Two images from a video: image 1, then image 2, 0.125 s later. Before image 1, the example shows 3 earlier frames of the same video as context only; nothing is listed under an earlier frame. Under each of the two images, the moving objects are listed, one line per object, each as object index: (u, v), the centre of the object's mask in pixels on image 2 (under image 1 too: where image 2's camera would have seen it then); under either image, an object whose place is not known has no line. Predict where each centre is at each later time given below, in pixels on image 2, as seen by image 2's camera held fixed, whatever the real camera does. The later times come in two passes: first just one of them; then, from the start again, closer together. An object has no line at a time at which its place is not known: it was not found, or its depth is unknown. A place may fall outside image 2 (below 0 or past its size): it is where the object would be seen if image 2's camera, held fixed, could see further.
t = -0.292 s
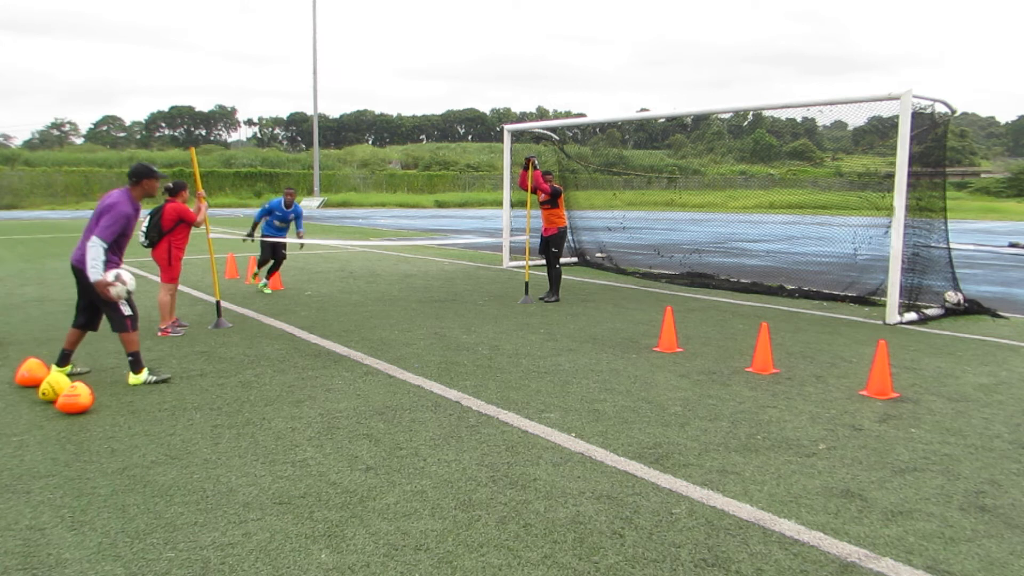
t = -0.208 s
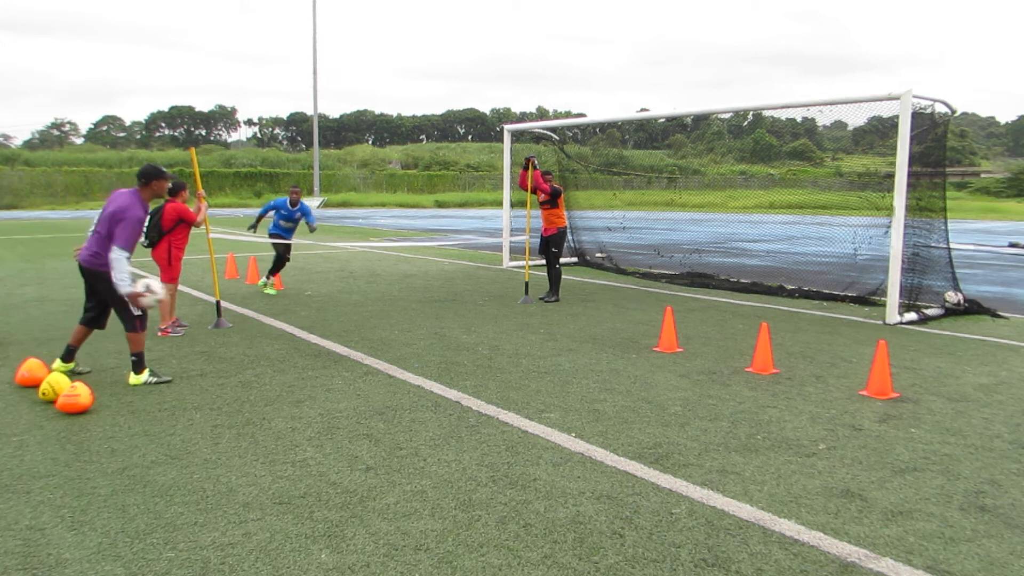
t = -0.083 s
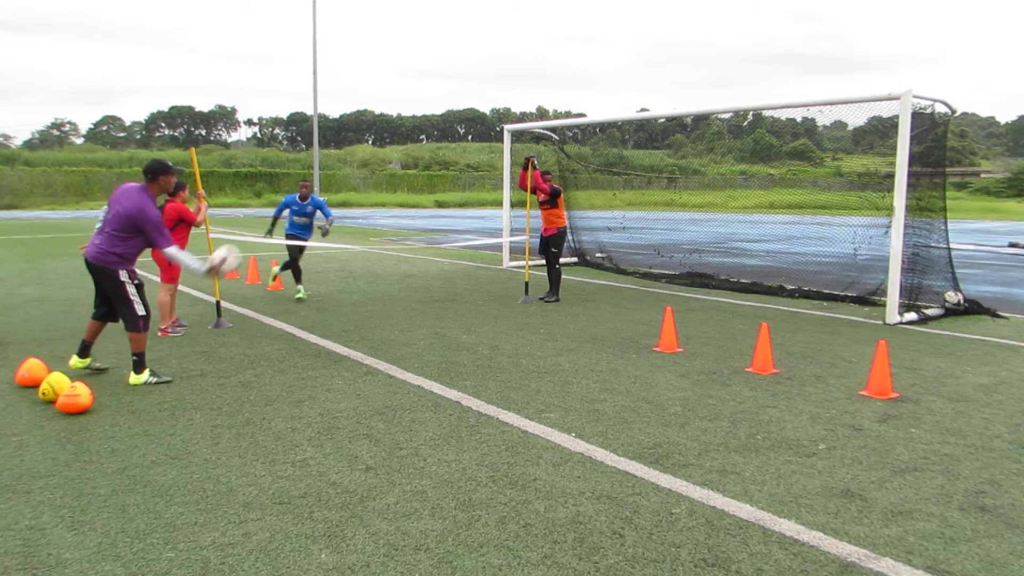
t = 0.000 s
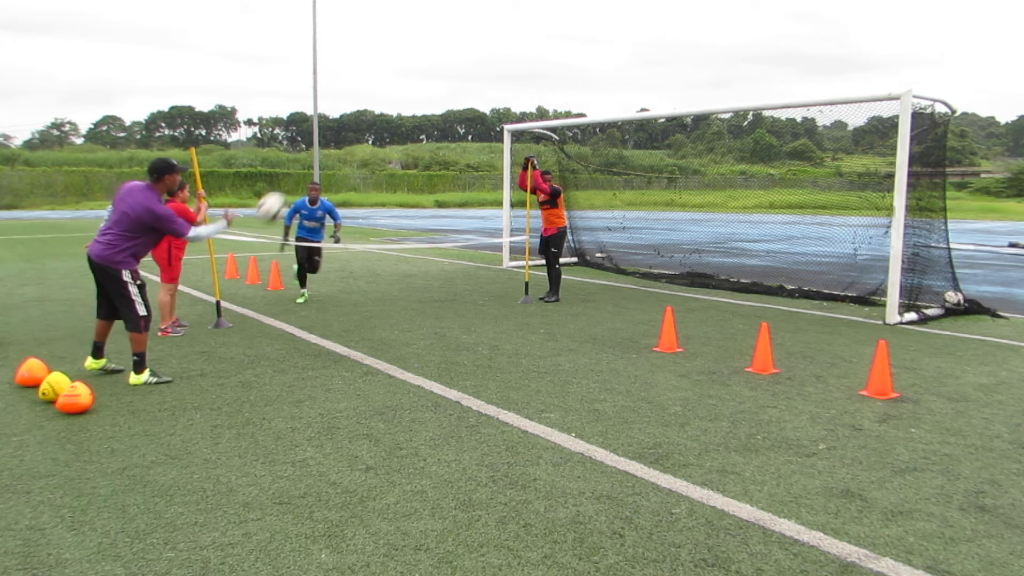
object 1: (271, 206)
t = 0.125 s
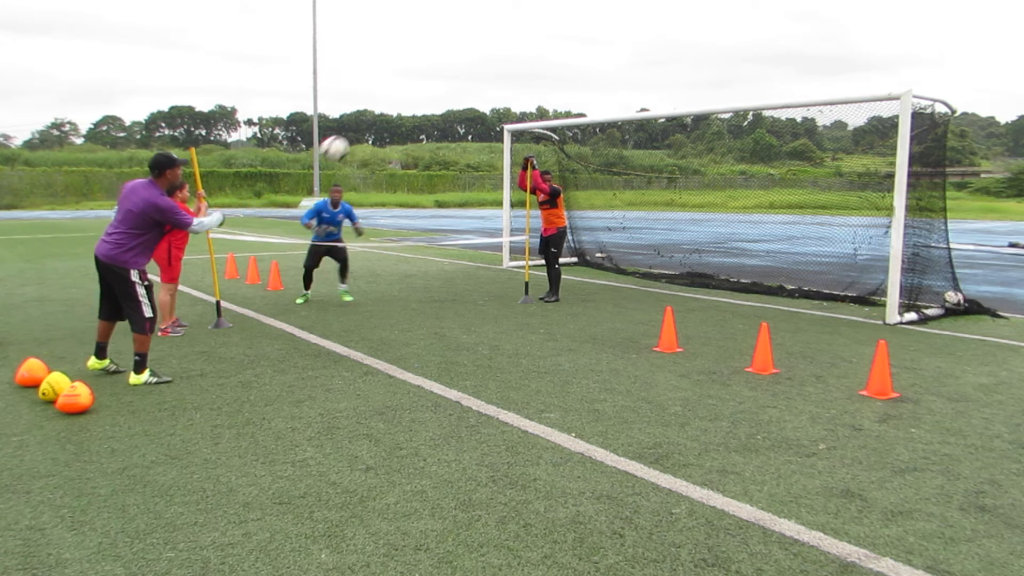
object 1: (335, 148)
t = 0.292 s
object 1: (405, 109)
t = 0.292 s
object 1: (405, 109)
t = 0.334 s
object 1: (421, 105)
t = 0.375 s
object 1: (435, 103)
